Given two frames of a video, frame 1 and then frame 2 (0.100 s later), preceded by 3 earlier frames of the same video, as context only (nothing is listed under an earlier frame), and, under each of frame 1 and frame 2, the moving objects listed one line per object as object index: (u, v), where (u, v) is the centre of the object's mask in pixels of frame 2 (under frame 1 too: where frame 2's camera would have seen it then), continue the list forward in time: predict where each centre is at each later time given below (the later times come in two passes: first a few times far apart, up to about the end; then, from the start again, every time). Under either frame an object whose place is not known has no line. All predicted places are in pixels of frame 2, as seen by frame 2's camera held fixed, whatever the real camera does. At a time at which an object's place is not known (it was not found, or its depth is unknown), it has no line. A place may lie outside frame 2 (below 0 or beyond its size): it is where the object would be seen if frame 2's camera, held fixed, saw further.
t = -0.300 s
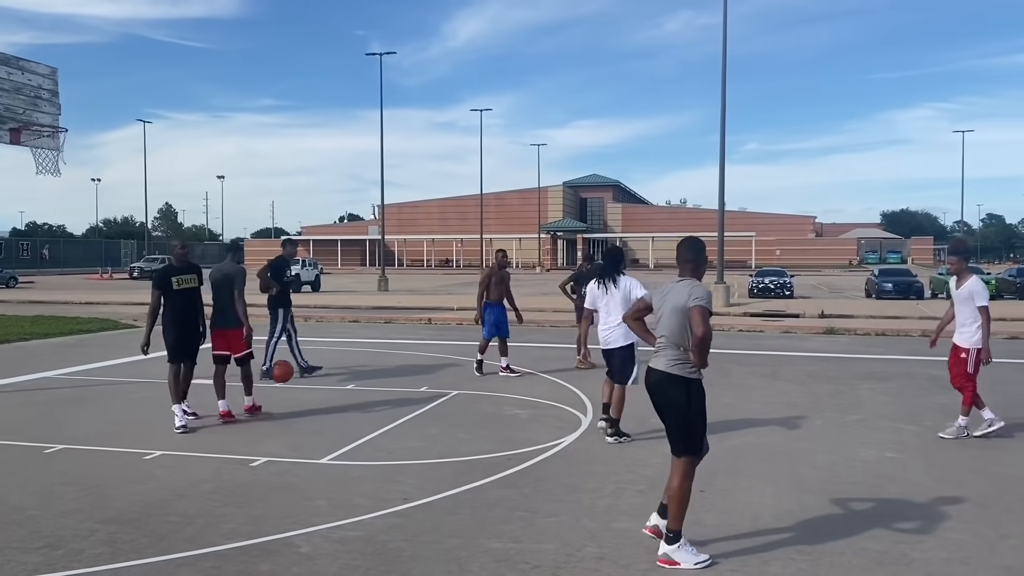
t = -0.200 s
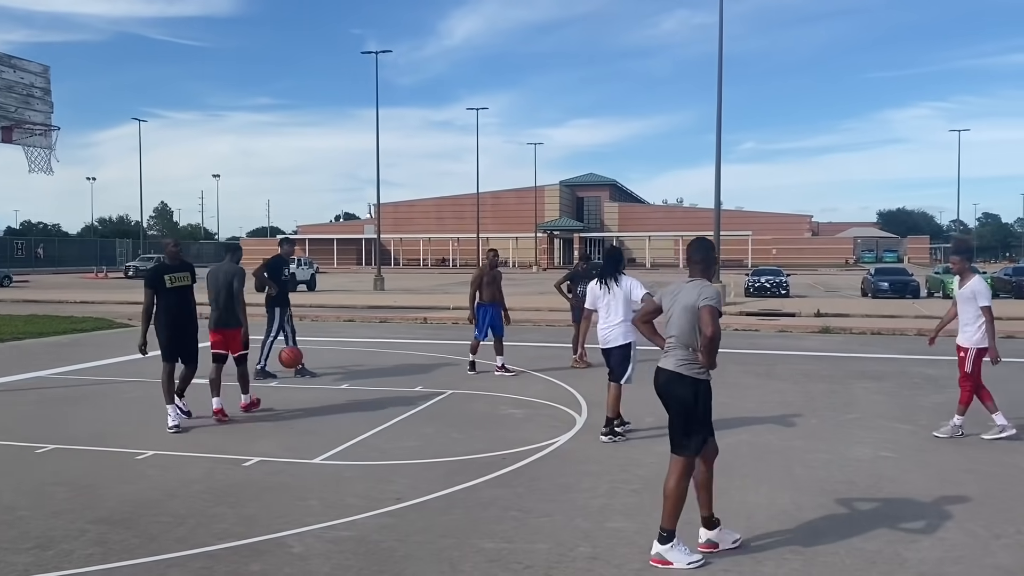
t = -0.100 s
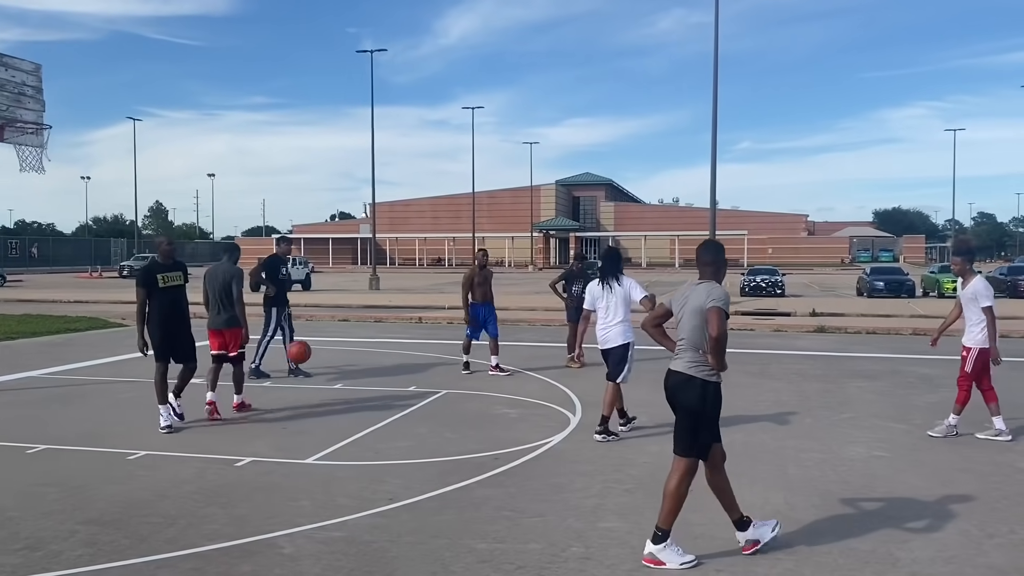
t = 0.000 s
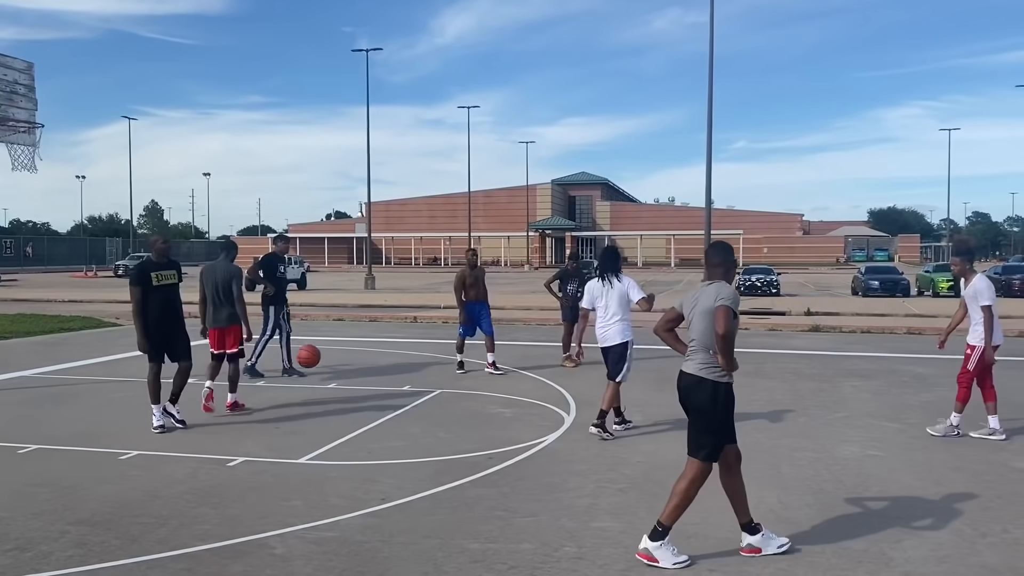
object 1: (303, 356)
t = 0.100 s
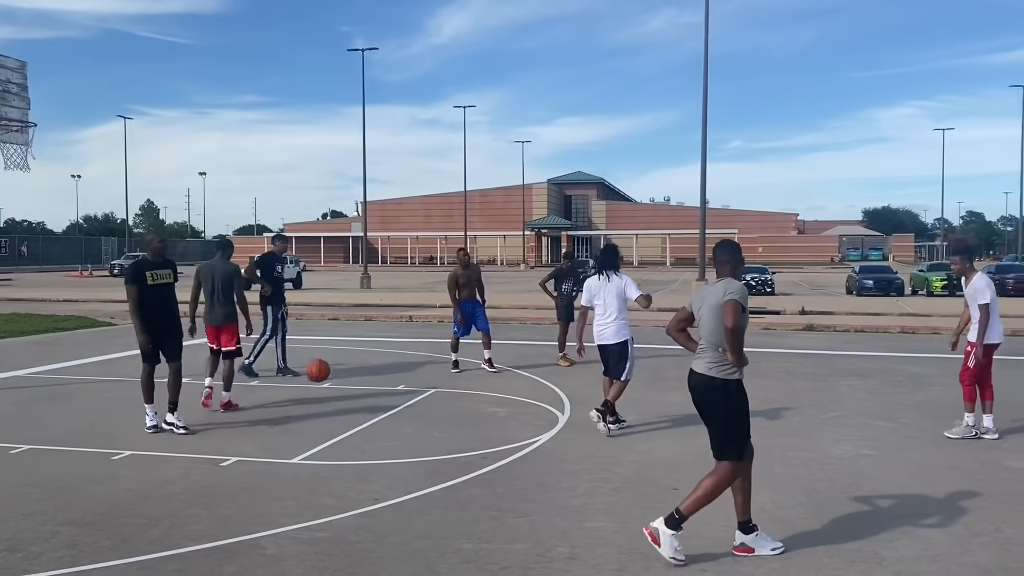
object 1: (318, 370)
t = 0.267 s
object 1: (344, 403)
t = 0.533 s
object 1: (383, 369)
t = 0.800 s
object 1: (426, 404)
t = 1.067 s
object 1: (467, 382)
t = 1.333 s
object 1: (509, 406)
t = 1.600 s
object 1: (551, 397)
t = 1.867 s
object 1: (590, 401)
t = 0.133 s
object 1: (323, 377)
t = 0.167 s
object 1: (328, 386)
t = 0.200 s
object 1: (333, 395)
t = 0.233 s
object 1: (338, 405)
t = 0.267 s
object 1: (344, 403)
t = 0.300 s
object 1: (349, 395)
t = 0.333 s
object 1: (353, 387)
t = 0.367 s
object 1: (358, 382)
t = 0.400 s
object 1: (364, 378)
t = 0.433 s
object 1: (369, 374)
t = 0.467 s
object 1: (373, 371)
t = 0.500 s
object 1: (379, 370)
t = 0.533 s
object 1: (383, 369)
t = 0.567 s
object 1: (389, 370)
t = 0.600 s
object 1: (394, 371)
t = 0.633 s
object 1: (399, 374)
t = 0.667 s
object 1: (405, 378)
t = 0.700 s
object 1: (410, 383)
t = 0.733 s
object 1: (415, 389)
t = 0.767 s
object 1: (420, 396)
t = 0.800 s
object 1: (426, 404)
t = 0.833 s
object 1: (431, 406)
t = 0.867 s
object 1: (436, 400)
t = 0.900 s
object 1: (441, 394)
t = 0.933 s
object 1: (446, 389)
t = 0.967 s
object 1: (451, 386)
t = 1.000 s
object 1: (456, 384)
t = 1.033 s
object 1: (461, 383)
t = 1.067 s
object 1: (467, 382)
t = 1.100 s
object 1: (472, 383)
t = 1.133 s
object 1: (477, 385)
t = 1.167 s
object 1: (483, 388)
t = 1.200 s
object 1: (488, 392)
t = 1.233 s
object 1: (493, 398)
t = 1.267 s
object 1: (499, 405)
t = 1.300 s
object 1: (504, 411)
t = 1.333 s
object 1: (509, 406)
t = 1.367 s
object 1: (514, 401)
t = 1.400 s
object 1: (519, 397)
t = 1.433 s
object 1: (525, 394)
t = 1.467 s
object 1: (530, 392)
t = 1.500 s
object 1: (535, 392)
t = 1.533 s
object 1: (540, 393)
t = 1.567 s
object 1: (546, 395)
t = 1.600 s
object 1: (551, 397)
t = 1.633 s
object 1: (556, 402)
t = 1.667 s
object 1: (561, 406)
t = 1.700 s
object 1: (566, 413)
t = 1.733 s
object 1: (571, 410)
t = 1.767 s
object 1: (576, 406)
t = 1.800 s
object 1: (582, 403)
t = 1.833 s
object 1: (587, 401)
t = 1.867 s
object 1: (590, 401)
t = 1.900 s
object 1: (595, 401)
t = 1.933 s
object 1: (601, 402)
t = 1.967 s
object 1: (606, 404)
